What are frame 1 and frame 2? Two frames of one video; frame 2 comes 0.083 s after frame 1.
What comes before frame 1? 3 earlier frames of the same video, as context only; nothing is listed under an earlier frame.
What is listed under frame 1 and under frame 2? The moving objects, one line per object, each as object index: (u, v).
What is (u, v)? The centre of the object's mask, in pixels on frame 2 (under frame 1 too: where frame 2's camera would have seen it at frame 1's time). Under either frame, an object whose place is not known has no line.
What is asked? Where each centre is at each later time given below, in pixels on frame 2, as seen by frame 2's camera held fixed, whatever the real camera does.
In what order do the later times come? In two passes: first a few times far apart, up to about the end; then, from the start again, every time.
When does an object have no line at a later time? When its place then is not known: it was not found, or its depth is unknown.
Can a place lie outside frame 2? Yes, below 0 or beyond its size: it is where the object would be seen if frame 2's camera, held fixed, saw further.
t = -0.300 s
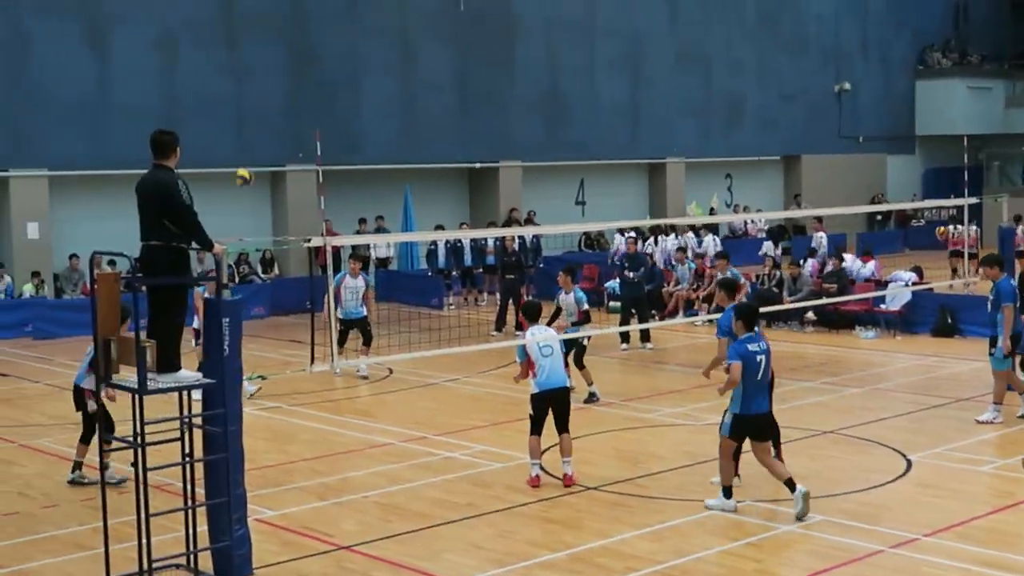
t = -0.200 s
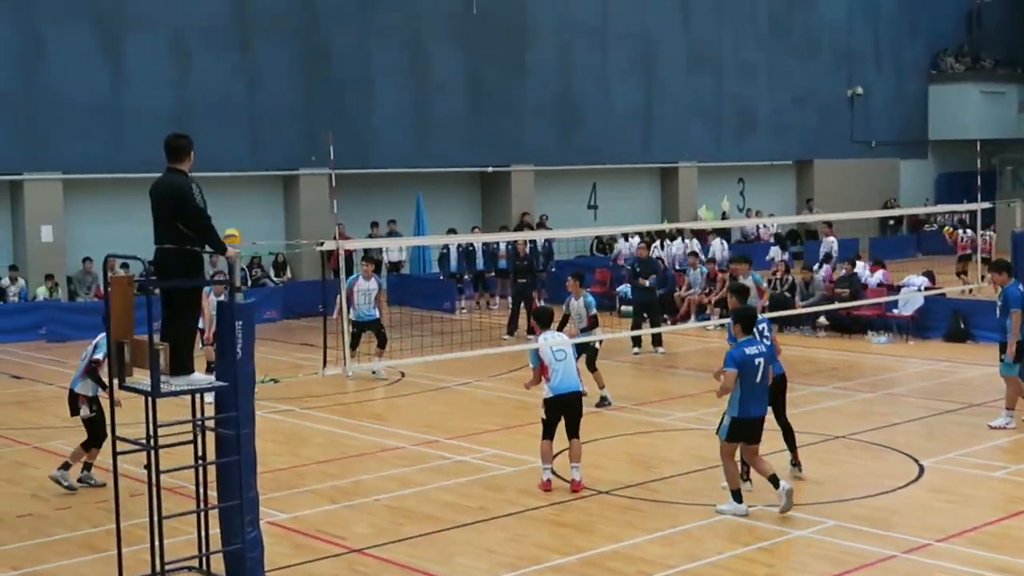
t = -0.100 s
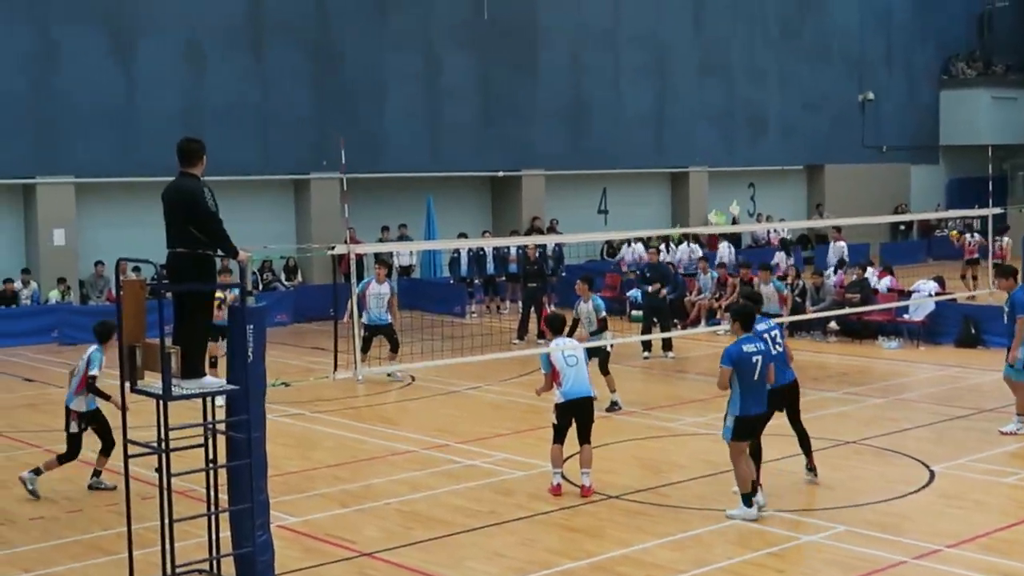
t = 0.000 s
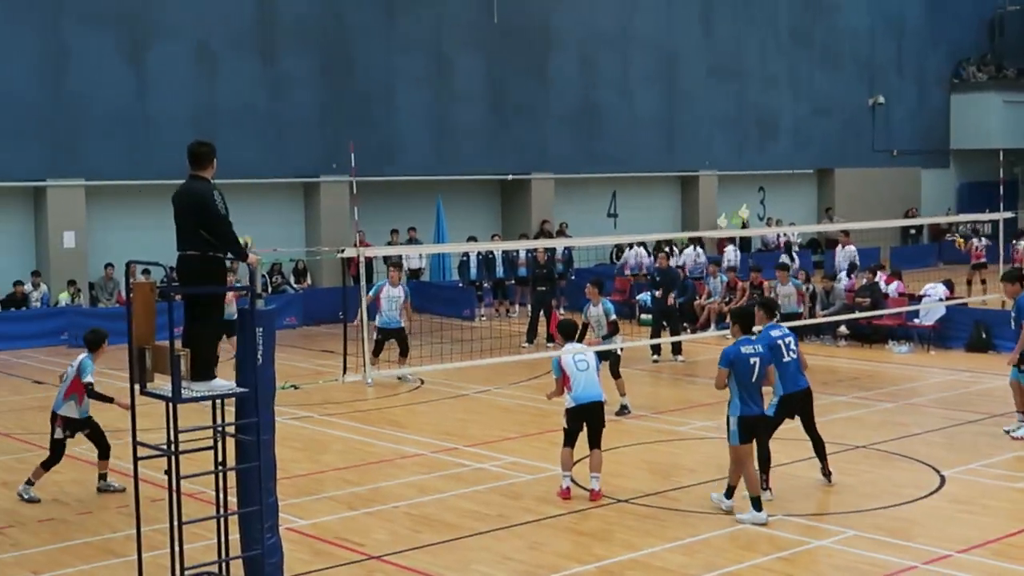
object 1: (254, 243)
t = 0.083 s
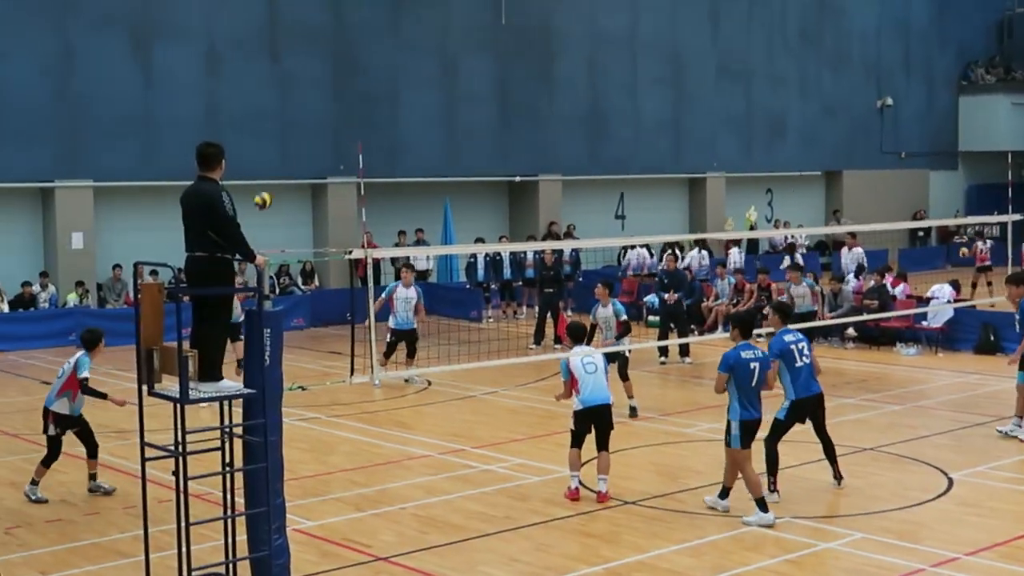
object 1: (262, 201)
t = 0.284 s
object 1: (294, 114)
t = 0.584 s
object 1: (345, 40)
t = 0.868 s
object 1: (397, 44)
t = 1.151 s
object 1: (451, 123)
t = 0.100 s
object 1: (265, 192)
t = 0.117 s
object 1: (268, 184)
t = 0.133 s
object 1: (270, 176)
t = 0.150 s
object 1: (273, 168)
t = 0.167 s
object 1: (275, 161)
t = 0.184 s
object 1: (278, 153)
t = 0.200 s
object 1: (281, 146)
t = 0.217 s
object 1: (283, 139)
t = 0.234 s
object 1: (286, 132)
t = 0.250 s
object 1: (289, 126)
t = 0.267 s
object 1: (292, 120)
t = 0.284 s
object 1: (294, 114)
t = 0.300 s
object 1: (296, 108)
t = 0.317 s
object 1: (300, 102)
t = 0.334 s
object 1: (303, 96)
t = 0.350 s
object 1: (306, 91)
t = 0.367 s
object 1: (308, 85)
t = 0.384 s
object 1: (311, 81)
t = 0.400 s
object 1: (314, 76)
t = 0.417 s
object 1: (316, 72)
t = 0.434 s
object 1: (319, 68)
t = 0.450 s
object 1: (321, 64)
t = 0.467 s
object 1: (325, 60)
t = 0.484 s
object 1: (327, 57)
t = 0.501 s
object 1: (330, 53)
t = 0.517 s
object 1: (333, 51)
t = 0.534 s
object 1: (336, 48)
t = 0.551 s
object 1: (339, 45)
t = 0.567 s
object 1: (342, 42)
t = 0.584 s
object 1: (345, 40)
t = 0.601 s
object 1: (348, 39)
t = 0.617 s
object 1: (351, 37)
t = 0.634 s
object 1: (354, 36)
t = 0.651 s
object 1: (357, 35)
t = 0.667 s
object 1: (360, 34)
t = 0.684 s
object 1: (363, 34)
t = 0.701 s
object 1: (366, 33)
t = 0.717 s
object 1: (369, 33)
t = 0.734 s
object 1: (372, 33)
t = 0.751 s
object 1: (375, 34)
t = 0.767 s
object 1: (378, 35)
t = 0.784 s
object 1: (381, 36)
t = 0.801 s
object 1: (384, 37)
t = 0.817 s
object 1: (387, 38)
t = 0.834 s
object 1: (390, 40)
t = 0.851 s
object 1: (394, 42)
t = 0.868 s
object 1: (397, 44)
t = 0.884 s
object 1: (400, 46)
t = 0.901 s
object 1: (402, 49)
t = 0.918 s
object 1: (406, 52)
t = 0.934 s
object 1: (409, 55)
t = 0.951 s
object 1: (412, 59)
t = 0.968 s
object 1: (415, 63)
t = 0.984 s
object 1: (418, 67)
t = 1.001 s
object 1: (421, 71)
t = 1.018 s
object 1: (425, 76)
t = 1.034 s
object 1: (428, 80)
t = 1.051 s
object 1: (431, 86)
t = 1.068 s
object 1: (435, 91)
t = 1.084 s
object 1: (438, 97)
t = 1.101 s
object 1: (441, 103)
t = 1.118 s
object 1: (444, 109)
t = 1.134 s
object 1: (447, 116)
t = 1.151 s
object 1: (451, 123)
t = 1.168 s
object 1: (454, 130)
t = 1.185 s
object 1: (457, 137)
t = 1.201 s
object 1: (460, 145)
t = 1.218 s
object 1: (463, 153)
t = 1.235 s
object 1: (467, 161)
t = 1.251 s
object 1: (470, 168)
